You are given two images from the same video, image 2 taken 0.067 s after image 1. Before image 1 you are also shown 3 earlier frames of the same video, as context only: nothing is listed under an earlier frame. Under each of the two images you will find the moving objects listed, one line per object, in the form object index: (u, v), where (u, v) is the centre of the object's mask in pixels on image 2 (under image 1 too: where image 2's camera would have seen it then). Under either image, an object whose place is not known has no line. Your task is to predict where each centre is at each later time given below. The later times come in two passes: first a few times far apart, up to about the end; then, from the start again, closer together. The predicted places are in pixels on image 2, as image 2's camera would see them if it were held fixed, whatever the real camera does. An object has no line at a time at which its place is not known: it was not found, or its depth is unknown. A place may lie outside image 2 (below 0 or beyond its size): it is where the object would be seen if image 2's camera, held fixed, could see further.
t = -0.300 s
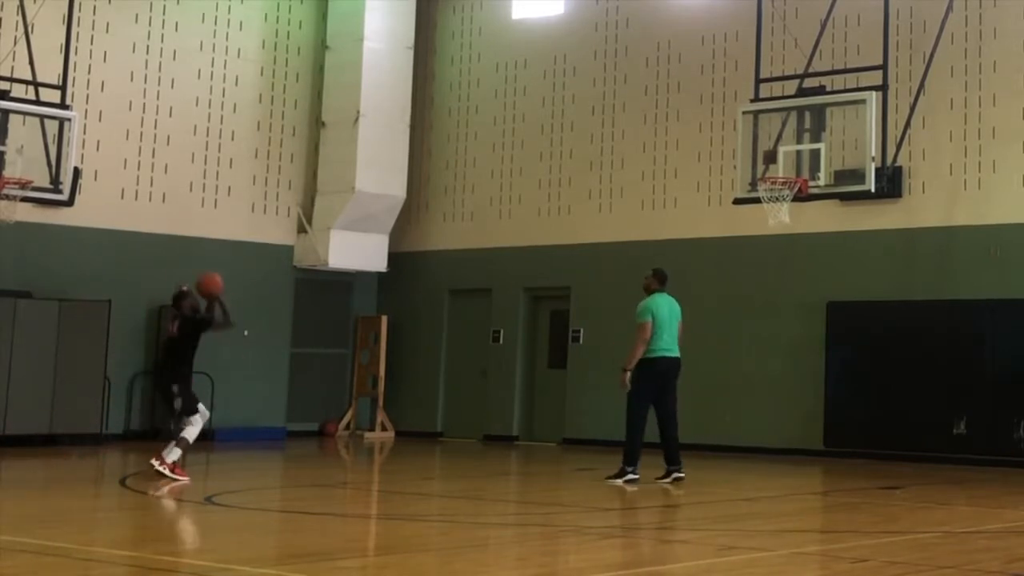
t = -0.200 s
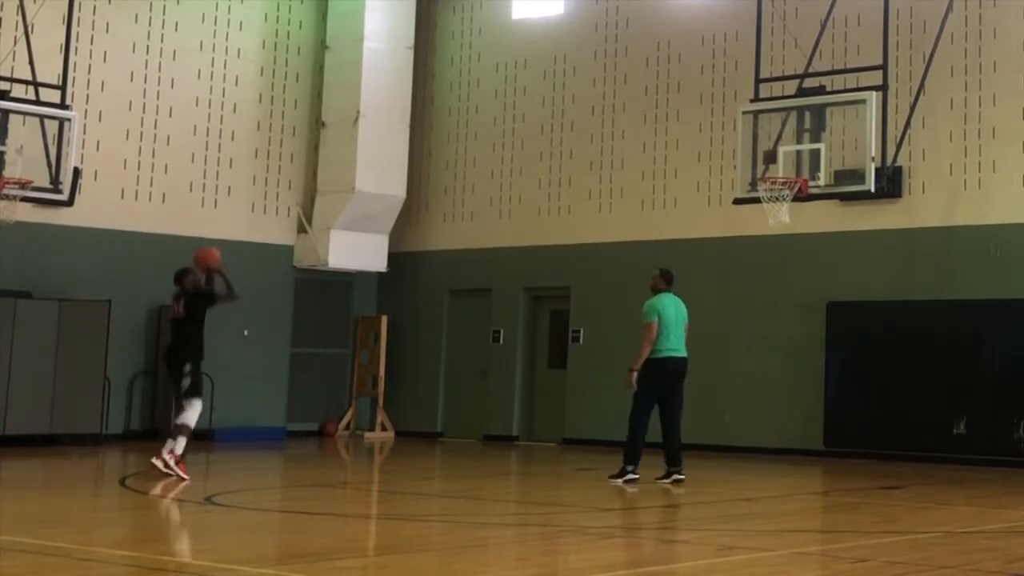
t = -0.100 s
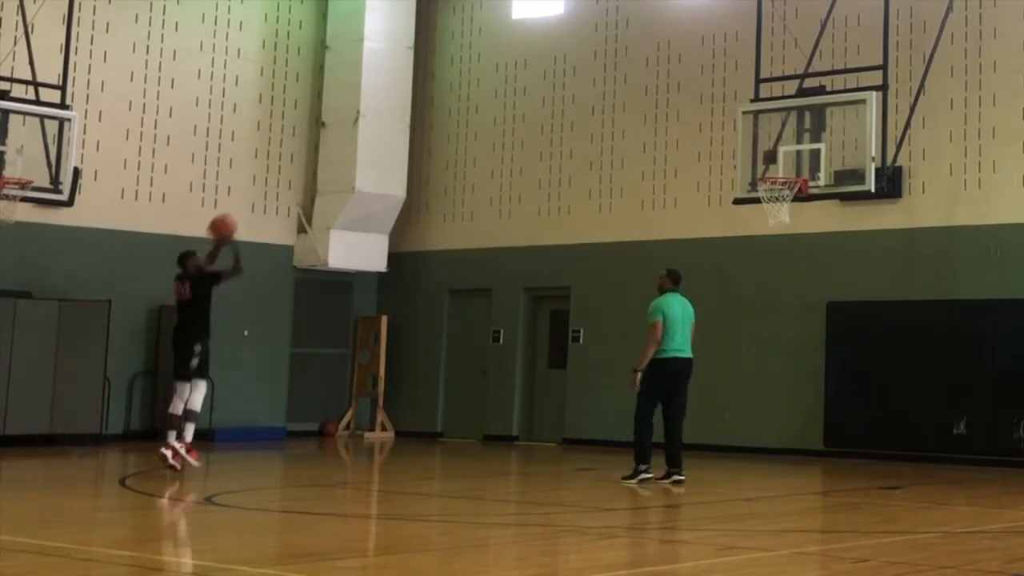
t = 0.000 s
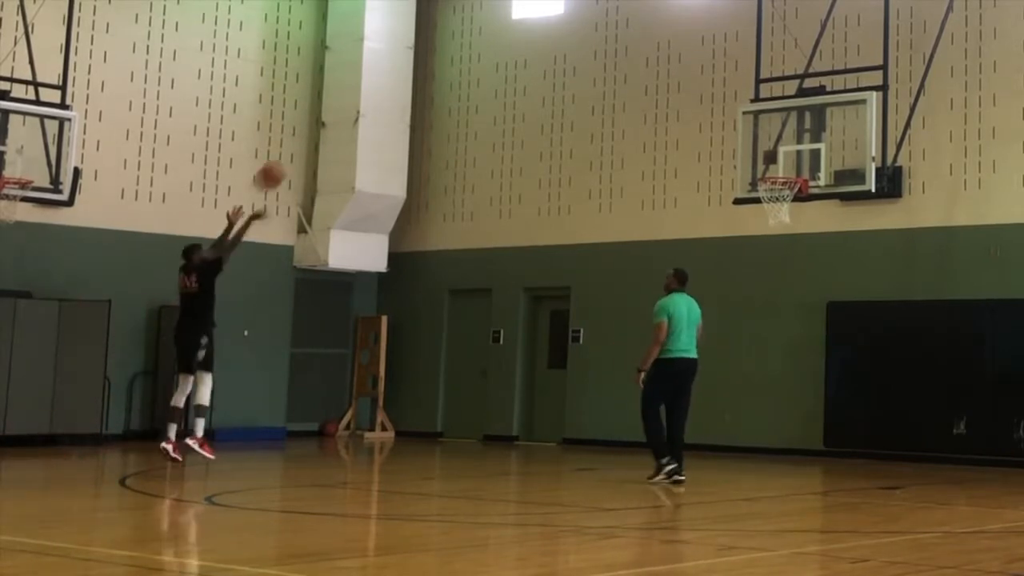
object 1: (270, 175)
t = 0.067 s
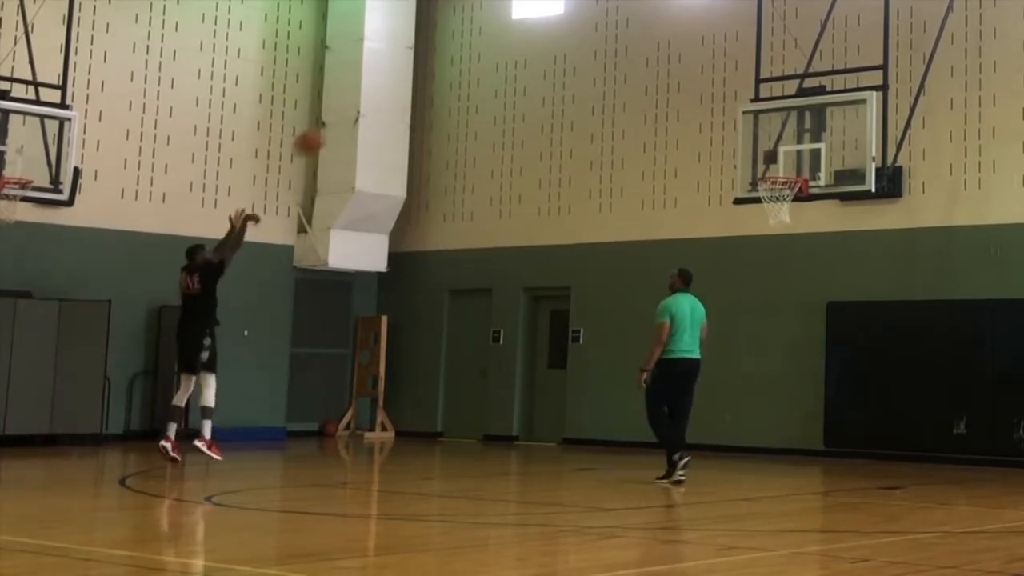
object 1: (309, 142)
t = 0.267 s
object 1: (415, 74)
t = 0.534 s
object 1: (549, 42)
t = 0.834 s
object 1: (687, 87)
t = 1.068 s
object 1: (783, 169)
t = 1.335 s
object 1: (785, 165)
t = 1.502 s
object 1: (770, 163)
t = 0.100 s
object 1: (329, 128)
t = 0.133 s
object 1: (345, 115)
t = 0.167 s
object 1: (363, 103)
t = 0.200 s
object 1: (383, 90)
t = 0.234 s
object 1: (399, 81)
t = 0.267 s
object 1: (415, 74)
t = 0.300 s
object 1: (434, 64)
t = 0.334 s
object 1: (451, 58)
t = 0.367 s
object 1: (468, 53)
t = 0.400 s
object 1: (484, 48)
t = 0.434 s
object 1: (500, 45)
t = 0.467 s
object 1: (516, 44)
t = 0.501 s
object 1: (533, 43)
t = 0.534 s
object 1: (549, 42)
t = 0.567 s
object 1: (564, 43)
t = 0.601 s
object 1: (581, 45)
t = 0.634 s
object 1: (596, 49)
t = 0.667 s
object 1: (612, 52)
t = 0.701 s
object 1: (626, 57)
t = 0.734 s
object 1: (642, 63)
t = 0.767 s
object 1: (657, 70)
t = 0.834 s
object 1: (687, 87)
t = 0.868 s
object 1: (701, 97)
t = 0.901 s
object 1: (716, 108)
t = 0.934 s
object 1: (729, 119)
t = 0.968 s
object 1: (743, 131)
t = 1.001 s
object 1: (758, 146)
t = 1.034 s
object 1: (772, 162)
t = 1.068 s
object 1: (783, 169)
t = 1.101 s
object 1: (790, 167)
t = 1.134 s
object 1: (796, 167)
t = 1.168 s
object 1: (801, 168)
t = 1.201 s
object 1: (804, 168)
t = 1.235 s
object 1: (800, 166)
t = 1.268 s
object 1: (795, 165)
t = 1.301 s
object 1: (791, 165)
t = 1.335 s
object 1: (785, 165)
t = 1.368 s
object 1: (780, 166)
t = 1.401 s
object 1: (777, 165)
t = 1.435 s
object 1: (775, 164)
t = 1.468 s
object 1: (773, 163)
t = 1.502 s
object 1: (770, 163)
